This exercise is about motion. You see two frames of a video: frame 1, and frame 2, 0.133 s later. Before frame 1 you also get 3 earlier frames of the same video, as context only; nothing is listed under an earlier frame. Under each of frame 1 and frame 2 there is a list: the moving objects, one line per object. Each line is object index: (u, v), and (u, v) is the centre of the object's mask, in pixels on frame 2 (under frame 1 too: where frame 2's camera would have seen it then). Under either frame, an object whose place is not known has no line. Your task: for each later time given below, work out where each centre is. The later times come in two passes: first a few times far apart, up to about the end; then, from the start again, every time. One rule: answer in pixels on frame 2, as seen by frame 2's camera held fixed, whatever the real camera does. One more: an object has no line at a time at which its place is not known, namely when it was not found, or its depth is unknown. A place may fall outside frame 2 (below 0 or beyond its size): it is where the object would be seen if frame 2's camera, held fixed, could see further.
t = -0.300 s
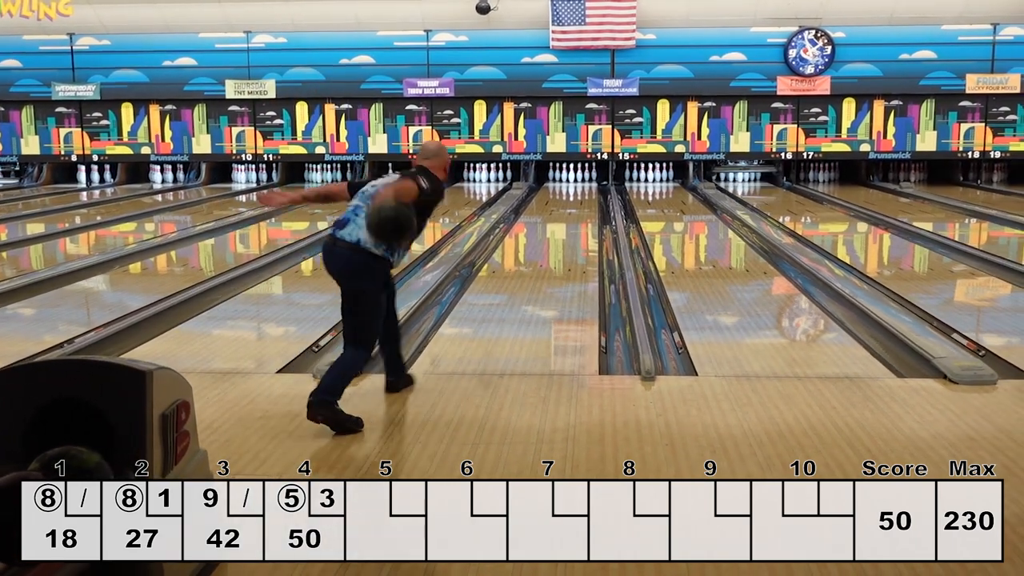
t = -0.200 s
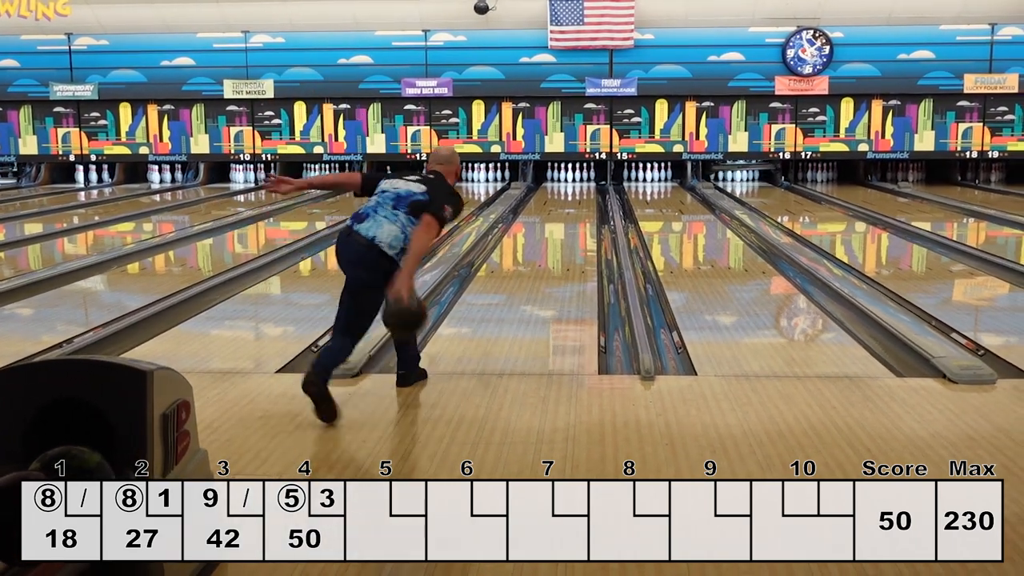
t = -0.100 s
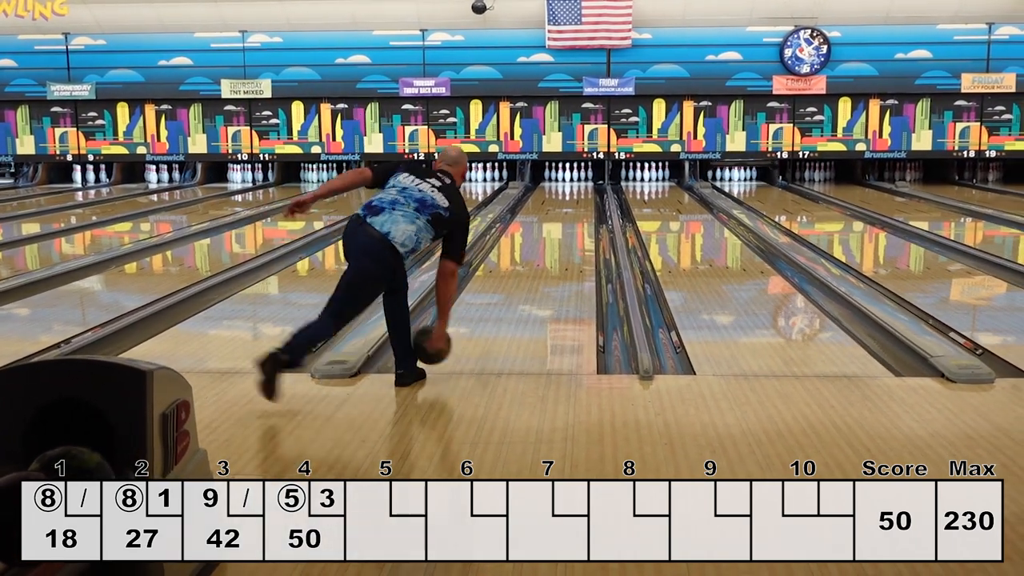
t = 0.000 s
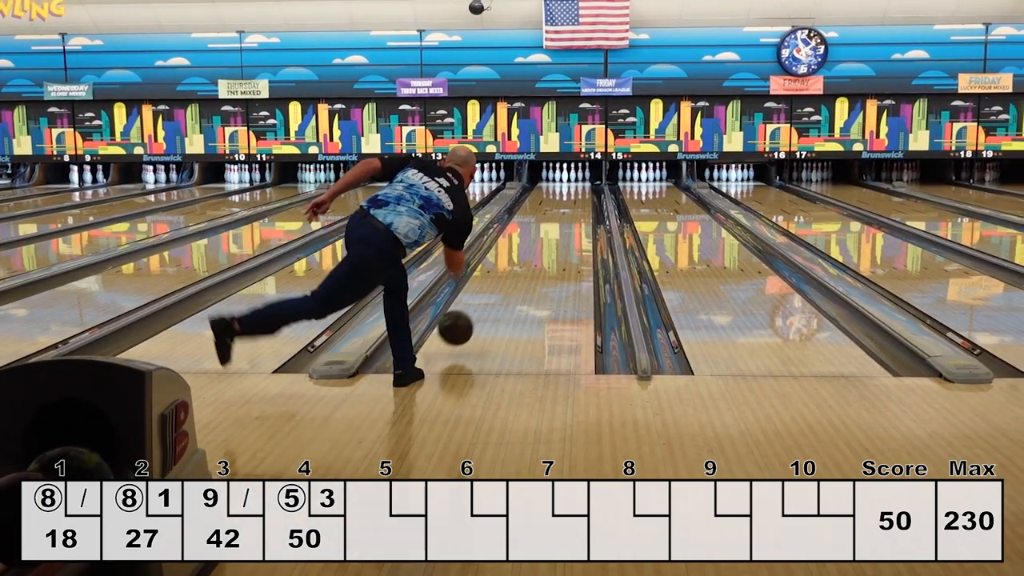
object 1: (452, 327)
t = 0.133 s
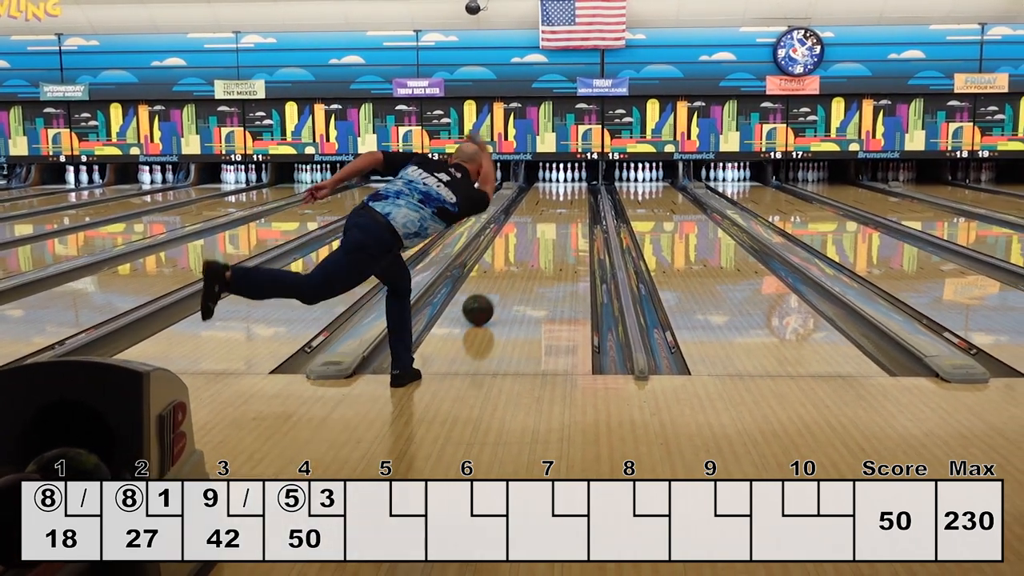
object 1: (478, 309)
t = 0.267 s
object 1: (497, 287)
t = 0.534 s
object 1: (525, 256)
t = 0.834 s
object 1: (545, 233)
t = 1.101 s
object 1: (556, 217)
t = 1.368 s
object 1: (563, 206)
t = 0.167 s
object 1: (483, 303)
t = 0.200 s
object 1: (488, 298)
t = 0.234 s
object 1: (493, 292)
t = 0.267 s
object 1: (497, 287)
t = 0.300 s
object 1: (502, 283)
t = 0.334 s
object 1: (506, 278)
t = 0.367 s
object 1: (510, 274)
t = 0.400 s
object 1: (513, 270)
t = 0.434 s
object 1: (522, 262)
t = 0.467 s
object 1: (520, 263)
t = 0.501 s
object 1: (523, 260)
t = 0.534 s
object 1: (525, 256)
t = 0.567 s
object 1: (528, 253)
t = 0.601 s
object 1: (530, 250)
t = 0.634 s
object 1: (533, 248)
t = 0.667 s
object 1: (535, 245)
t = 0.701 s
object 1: (537, 242)
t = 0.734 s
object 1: (539, 240)
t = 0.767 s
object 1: (541, 238)
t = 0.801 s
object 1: (543, 235)
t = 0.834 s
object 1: (545, 233)
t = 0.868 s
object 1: (547, 231)
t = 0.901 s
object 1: (548, 228)
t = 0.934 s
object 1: (550, 226)
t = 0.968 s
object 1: (552, 224)
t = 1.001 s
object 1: (553, 222)
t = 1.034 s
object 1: (554, 221)
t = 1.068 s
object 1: (555, 219)
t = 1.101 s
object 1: (556, 217)
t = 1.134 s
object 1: (557, 215)
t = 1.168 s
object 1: (558, 214)
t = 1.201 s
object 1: (559, 213)
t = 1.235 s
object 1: (560, 211)
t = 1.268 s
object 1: (561, 210)
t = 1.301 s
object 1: (562, 208)
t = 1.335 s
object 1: (562, 207)
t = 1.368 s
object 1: (563, 206)
